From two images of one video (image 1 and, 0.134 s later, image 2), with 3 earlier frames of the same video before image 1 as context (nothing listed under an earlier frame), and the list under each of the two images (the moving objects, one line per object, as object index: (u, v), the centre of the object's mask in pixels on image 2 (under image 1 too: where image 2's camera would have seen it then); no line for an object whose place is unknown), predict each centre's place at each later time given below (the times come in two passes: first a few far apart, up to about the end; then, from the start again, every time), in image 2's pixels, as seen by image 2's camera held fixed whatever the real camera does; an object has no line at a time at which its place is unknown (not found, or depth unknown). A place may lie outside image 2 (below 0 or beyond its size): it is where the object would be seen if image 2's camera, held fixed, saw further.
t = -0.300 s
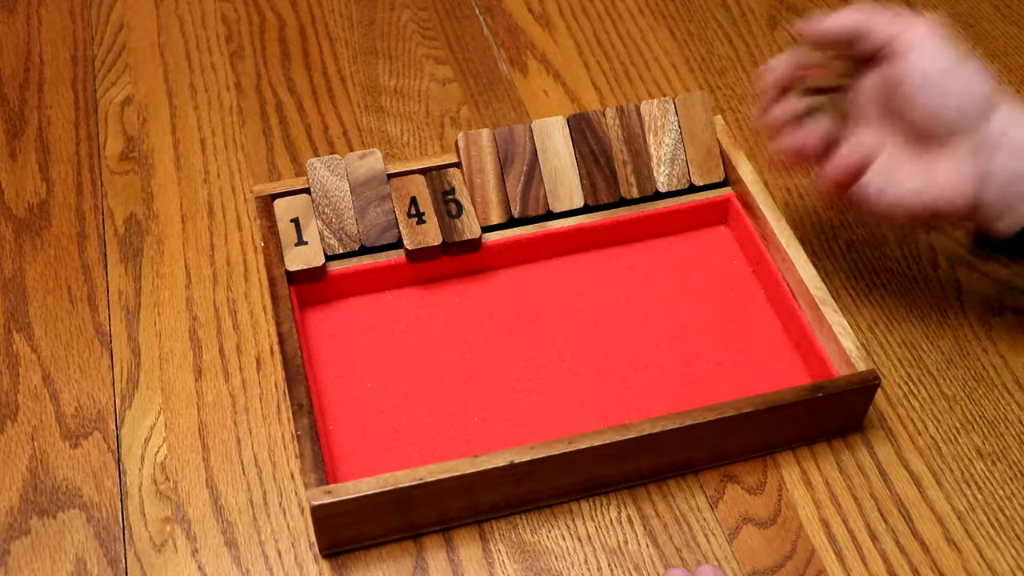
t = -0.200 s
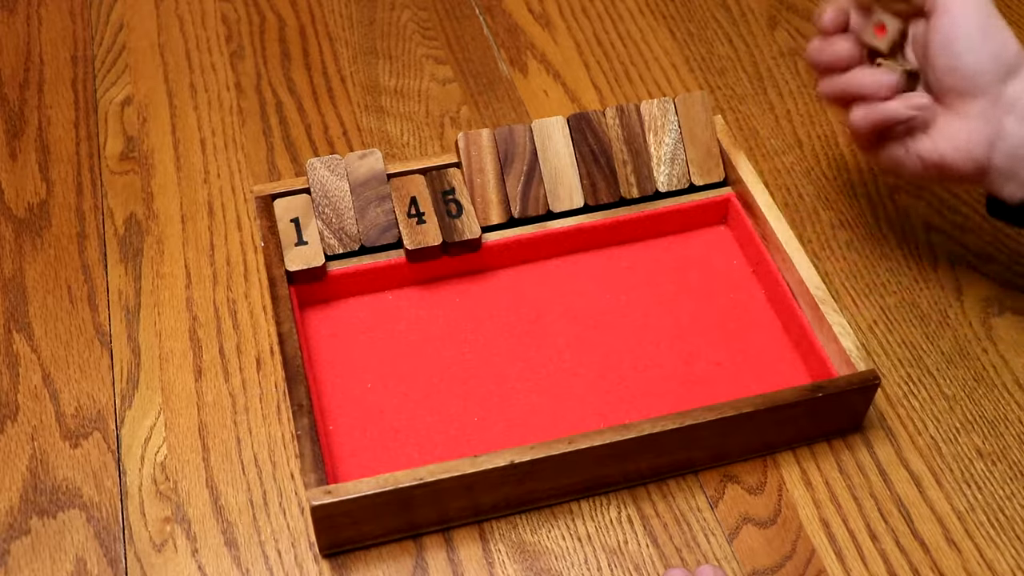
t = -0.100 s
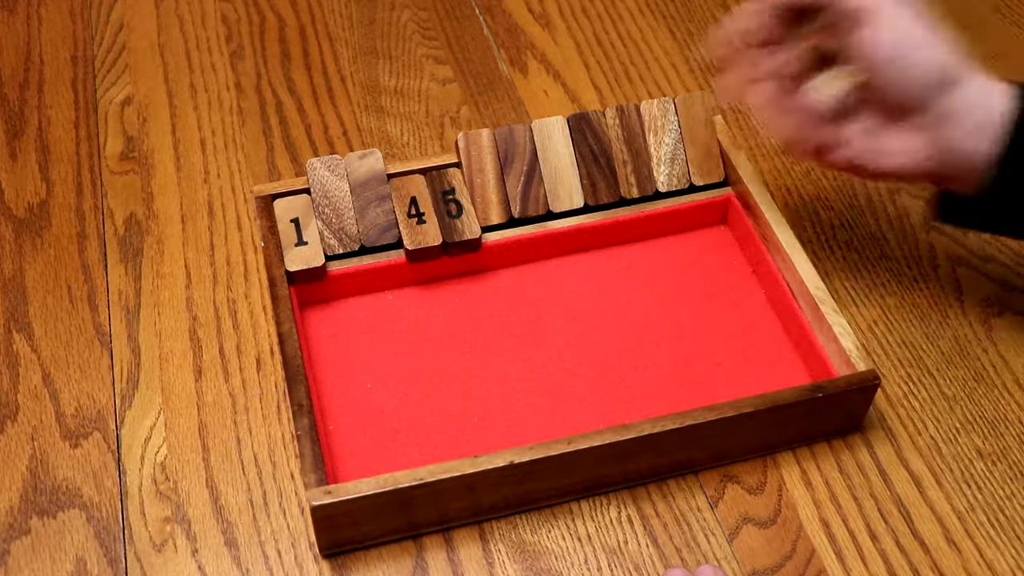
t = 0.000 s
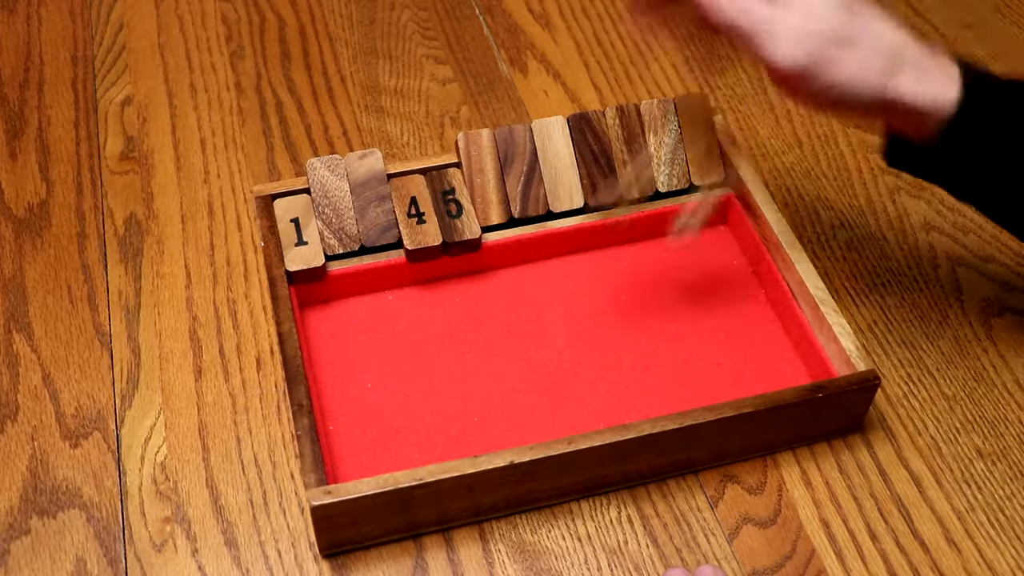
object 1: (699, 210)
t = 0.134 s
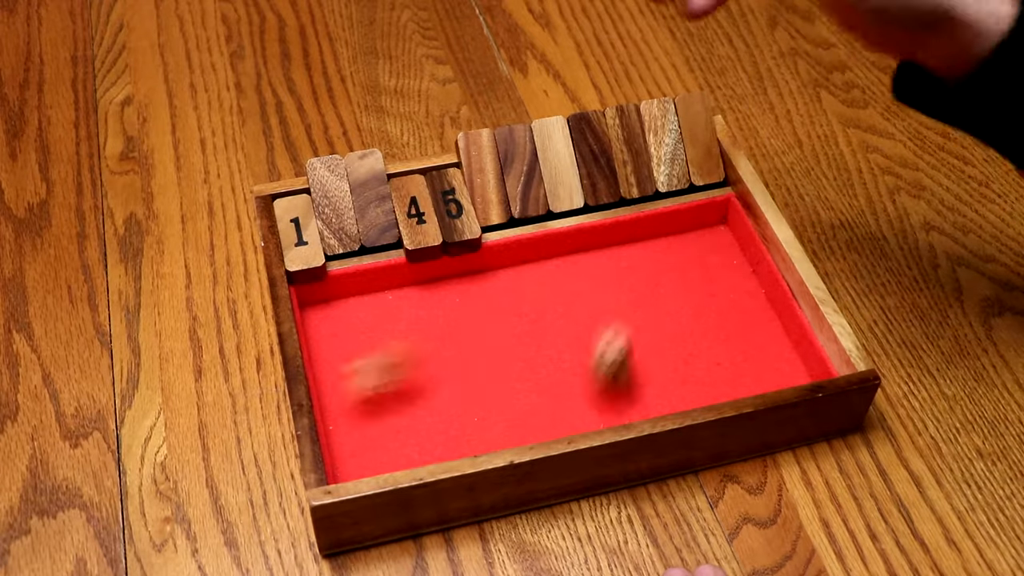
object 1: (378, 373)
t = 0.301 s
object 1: (441, 372)
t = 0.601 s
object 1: (460, 360)
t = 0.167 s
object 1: (356, 391)
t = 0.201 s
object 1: (381, 383)
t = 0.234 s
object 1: (403, 378)
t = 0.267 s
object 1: (422, 374)
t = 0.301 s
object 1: (441, 372)
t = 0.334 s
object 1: (453, 369)
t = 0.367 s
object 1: (461, 366)
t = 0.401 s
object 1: (462, 365)
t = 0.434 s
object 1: (461, 363)
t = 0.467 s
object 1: (460, 360)
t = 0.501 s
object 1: (460, 360)
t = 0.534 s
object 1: (460, 360)
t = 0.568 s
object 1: (460, 360)
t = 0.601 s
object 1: (460, 360)
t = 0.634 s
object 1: (460, 360)
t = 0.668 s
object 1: (460, 360)
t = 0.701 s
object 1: (460, 360)
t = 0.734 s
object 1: (460, 360)
